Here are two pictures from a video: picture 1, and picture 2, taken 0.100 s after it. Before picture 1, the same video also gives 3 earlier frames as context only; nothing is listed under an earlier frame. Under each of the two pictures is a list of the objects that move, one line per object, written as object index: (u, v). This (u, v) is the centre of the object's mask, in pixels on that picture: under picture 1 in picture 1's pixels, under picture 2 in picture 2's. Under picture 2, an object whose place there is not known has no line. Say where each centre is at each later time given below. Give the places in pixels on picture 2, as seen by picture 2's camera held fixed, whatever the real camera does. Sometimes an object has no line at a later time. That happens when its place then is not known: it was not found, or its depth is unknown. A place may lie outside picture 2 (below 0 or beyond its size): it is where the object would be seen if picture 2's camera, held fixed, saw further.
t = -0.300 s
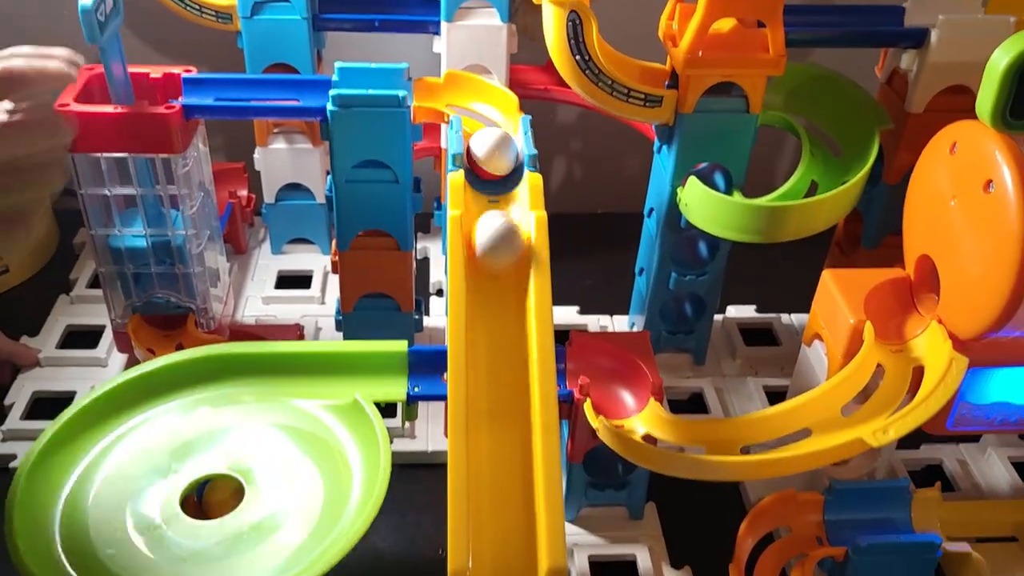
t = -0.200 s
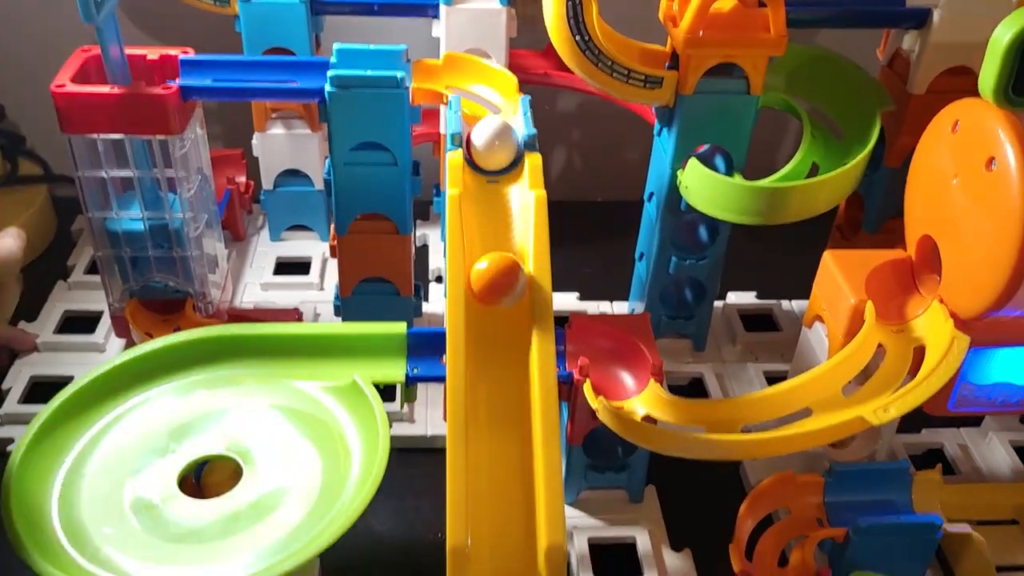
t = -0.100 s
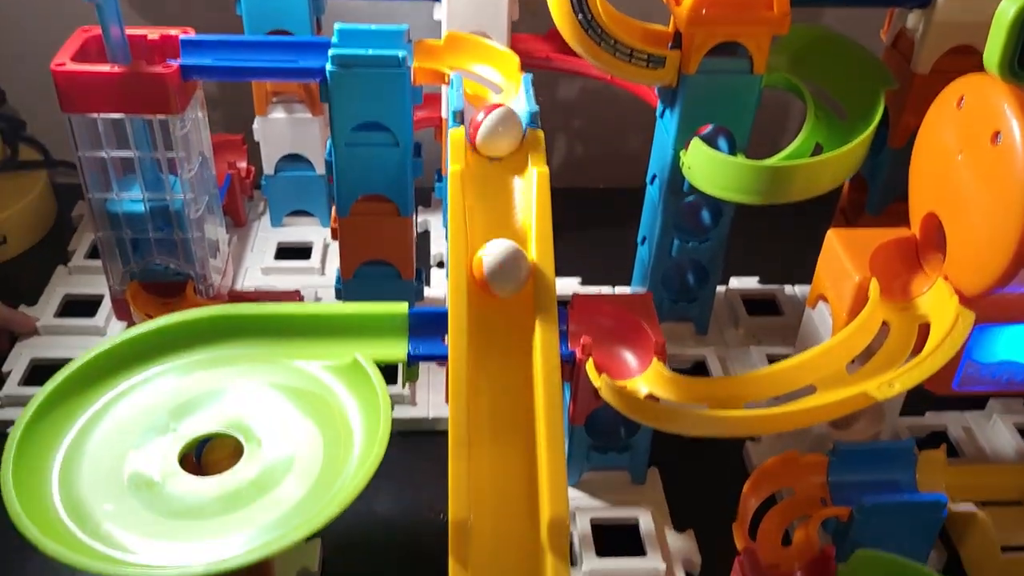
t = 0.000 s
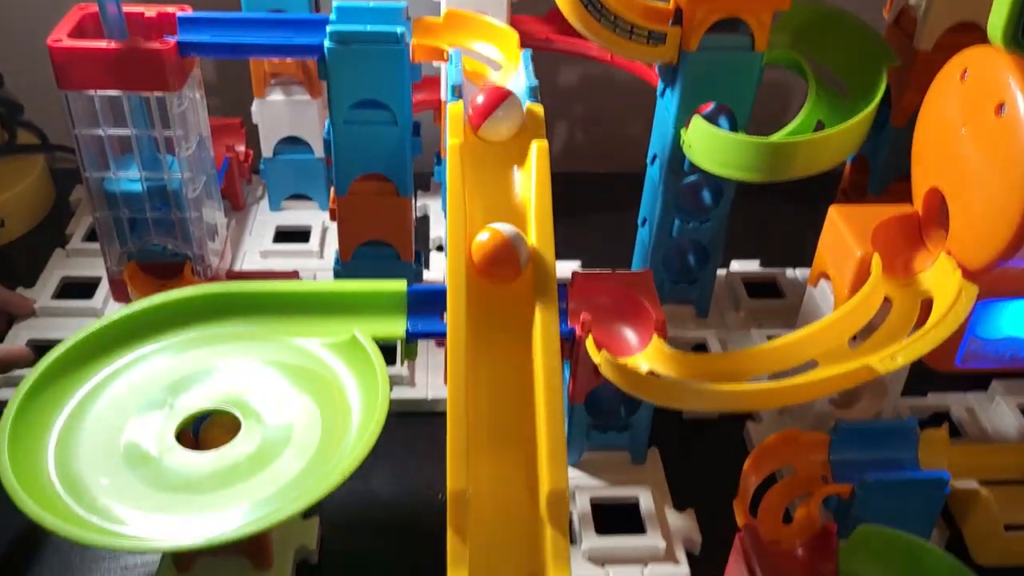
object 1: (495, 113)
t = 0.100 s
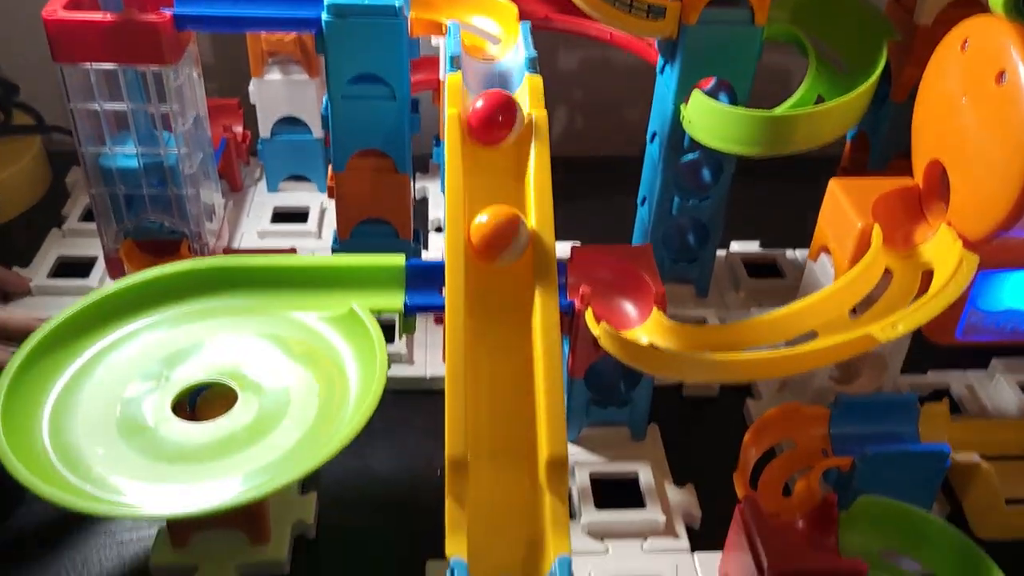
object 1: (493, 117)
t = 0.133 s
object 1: (494, 146)
